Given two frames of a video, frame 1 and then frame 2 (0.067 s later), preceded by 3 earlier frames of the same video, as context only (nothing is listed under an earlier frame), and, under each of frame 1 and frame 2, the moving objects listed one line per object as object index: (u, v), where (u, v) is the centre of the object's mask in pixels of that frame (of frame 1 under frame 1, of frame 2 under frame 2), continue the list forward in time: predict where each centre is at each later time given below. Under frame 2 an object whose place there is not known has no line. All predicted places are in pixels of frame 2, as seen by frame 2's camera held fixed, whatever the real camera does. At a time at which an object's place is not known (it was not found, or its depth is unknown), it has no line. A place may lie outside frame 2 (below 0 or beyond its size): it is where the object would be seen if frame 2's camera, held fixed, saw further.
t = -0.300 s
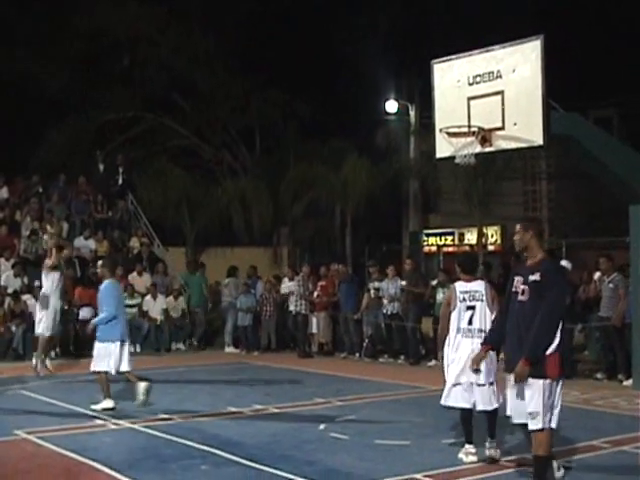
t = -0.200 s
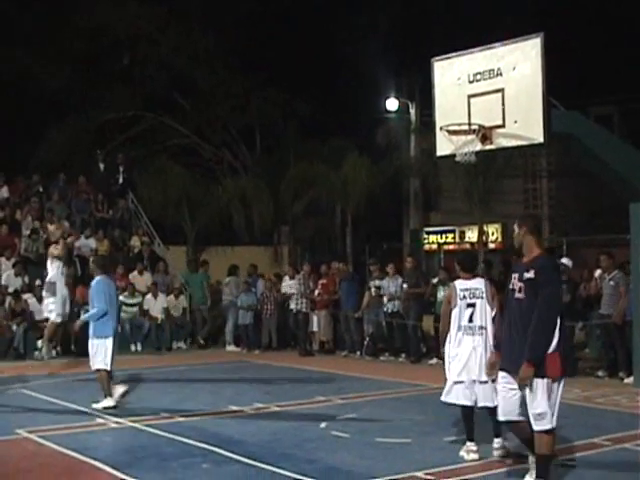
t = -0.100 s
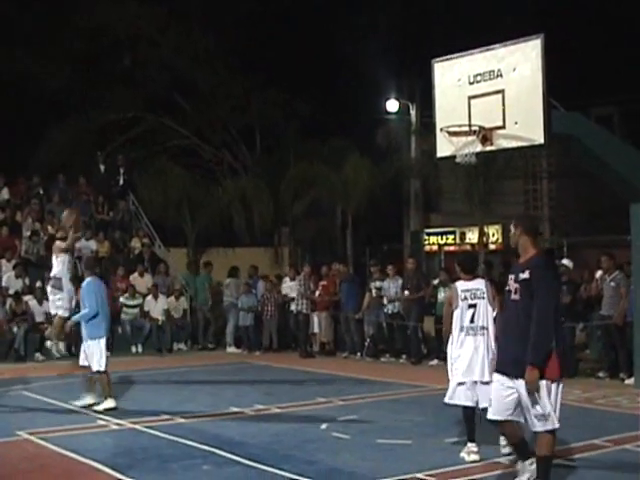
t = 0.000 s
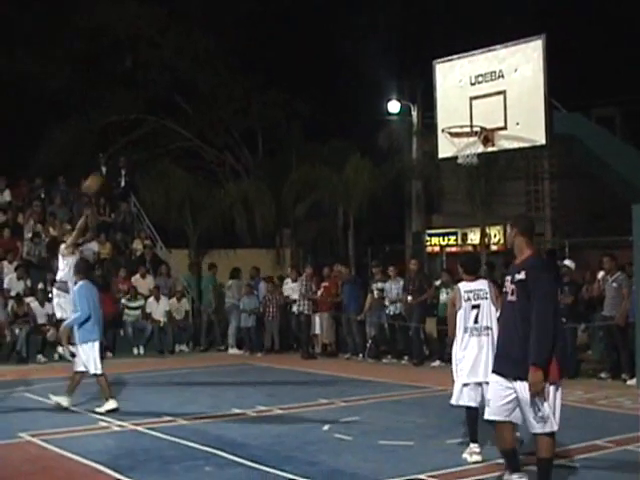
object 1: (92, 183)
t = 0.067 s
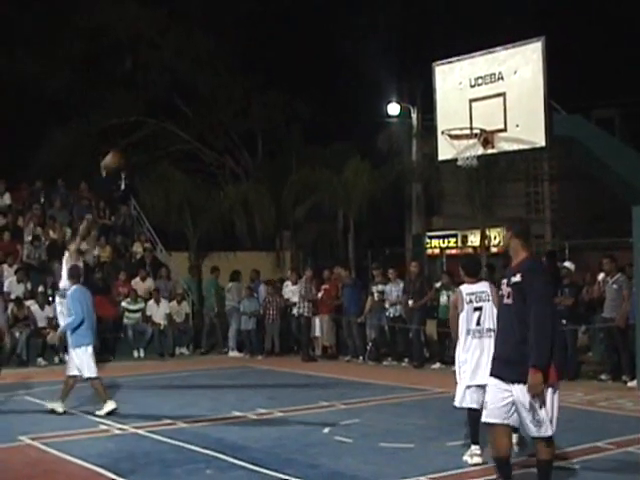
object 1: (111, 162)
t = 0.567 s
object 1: (315, 58)
